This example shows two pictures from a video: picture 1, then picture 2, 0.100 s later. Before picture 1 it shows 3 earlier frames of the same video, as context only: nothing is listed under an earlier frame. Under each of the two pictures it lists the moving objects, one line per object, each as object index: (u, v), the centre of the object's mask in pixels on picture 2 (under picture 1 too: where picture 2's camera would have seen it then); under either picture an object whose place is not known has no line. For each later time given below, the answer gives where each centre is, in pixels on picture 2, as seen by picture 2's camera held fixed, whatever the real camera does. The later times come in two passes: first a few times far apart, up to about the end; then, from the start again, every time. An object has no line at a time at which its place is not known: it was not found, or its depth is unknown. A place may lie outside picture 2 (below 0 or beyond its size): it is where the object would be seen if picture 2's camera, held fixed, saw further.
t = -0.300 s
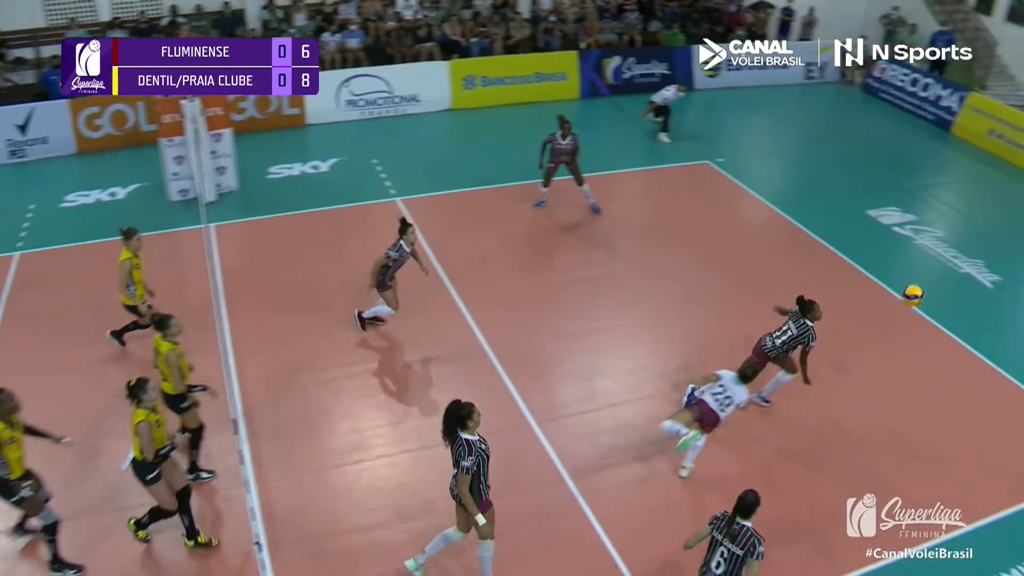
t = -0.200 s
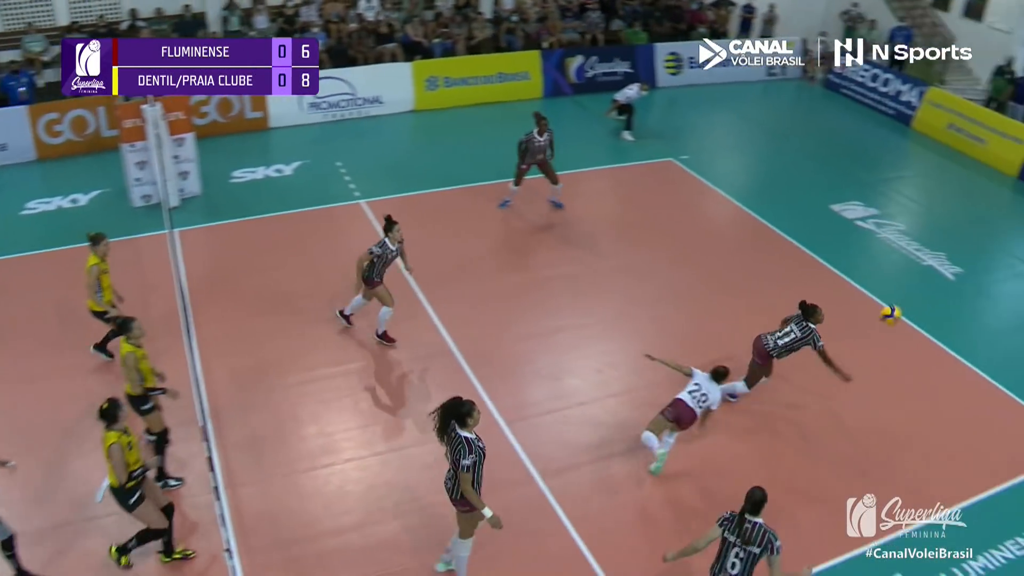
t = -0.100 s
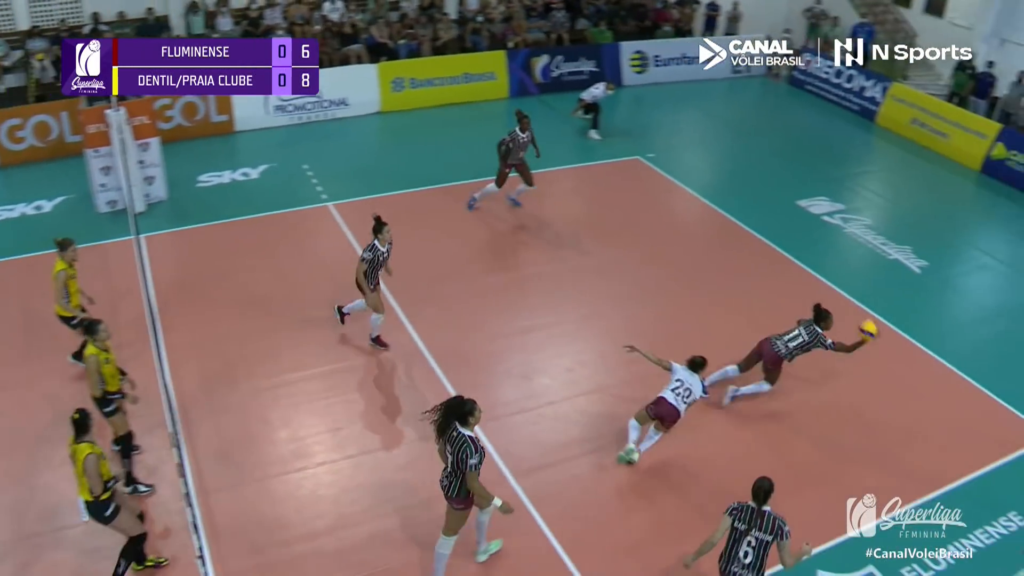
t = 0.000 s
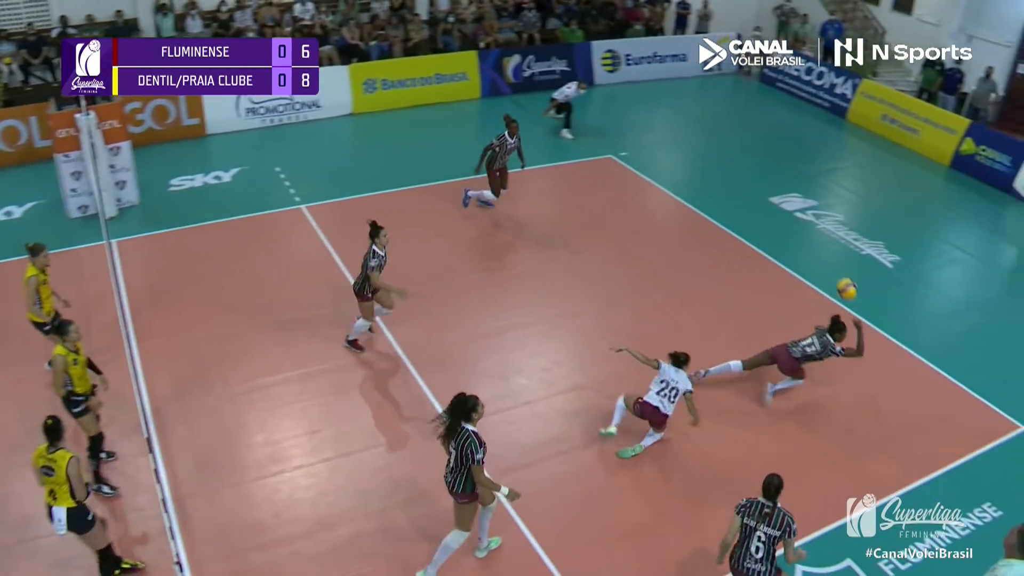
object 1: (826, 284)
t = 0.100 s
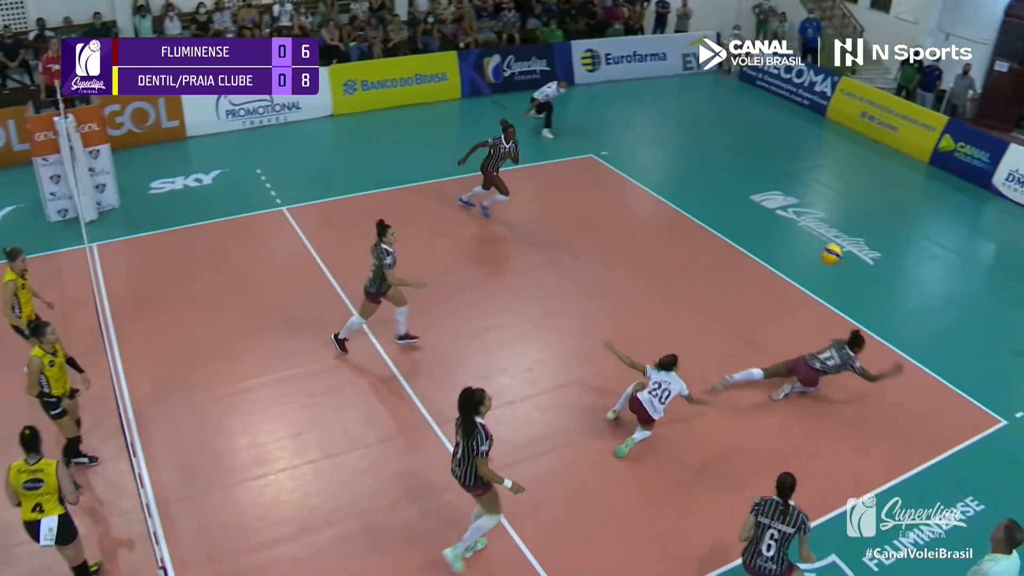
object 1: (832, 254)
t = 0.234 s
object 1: (832, 224)
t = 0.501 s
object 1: (815, 206)
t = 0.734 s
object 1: (786, 250)
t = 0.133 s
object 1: (831, 246)
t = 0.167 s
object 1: (833, 238)
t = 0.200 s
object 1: (832, 230)
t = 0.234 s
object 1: (832, 224)
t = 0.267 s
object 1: (831, 218)
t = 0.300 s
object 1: (829, 213)
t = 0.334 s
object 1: (827, 209)
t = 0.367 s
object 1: (826, 207)
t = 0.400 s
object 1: (824, 205)
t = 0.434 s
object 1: (820, 204)
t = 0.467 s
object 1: (819, 204)
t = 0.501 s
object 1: (815, 206)
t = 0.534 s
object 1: (812, 208)
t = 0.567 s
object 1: (808, 212)
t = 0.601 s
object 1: (805, 217)
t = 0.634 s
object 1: (800, 224)
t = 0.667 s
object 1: (795, 232)
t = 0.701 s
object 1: (790, 240)
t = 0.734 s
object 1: (786, 250)
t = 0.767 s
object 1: (780, 261)
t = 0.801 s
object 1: (775, 274)
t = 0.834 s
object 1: (769, 287)
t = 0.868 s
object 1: (761, 301)
